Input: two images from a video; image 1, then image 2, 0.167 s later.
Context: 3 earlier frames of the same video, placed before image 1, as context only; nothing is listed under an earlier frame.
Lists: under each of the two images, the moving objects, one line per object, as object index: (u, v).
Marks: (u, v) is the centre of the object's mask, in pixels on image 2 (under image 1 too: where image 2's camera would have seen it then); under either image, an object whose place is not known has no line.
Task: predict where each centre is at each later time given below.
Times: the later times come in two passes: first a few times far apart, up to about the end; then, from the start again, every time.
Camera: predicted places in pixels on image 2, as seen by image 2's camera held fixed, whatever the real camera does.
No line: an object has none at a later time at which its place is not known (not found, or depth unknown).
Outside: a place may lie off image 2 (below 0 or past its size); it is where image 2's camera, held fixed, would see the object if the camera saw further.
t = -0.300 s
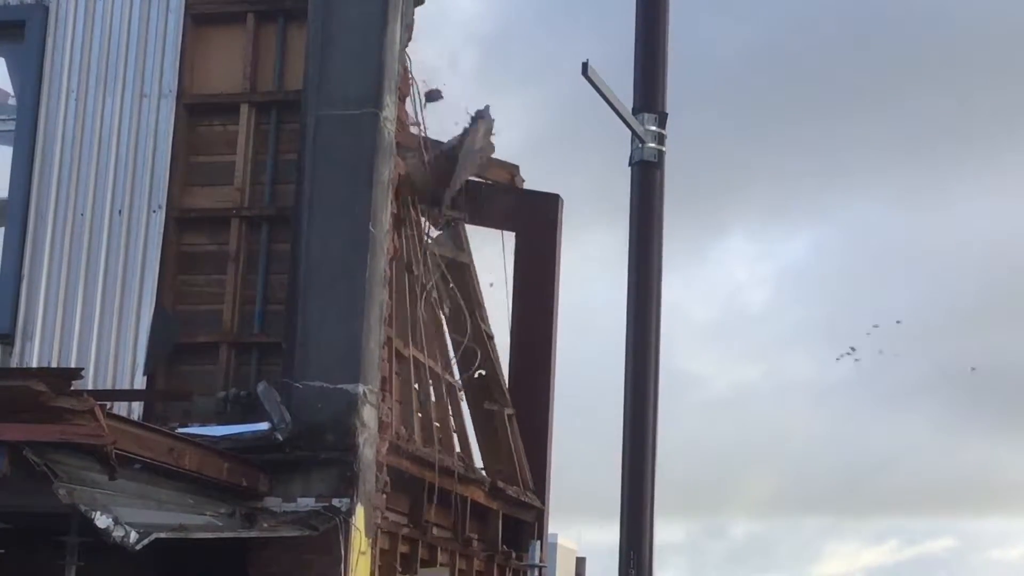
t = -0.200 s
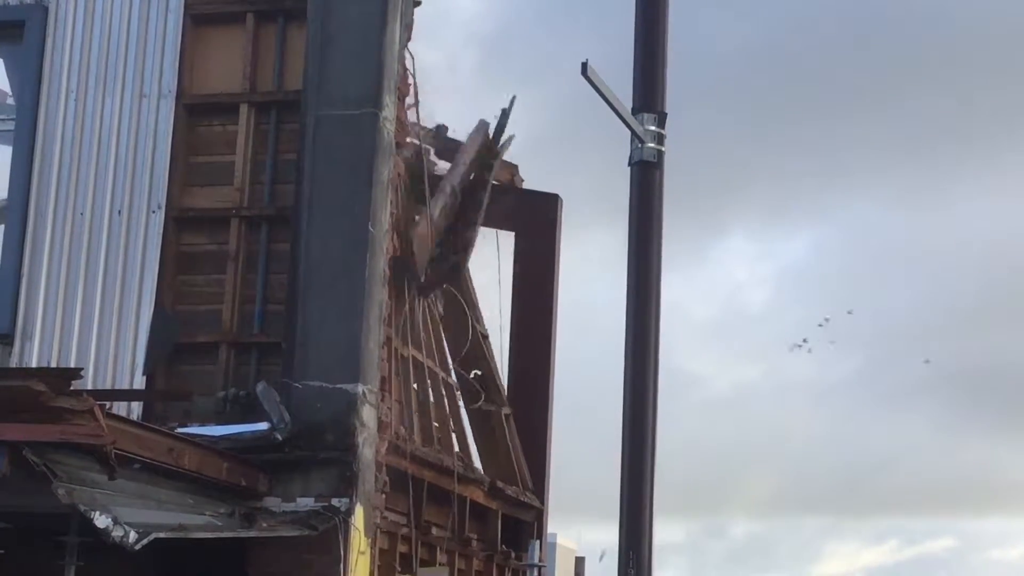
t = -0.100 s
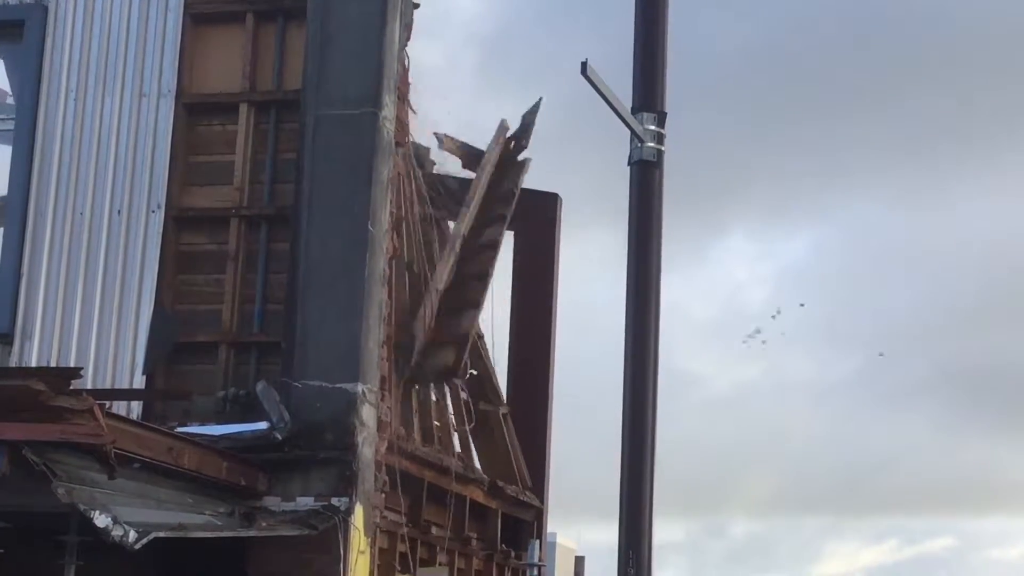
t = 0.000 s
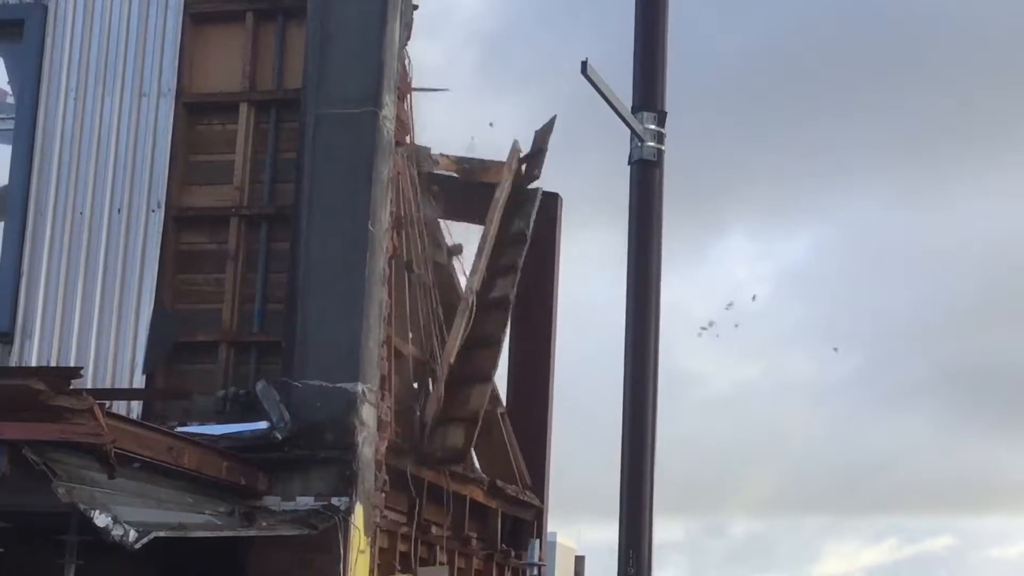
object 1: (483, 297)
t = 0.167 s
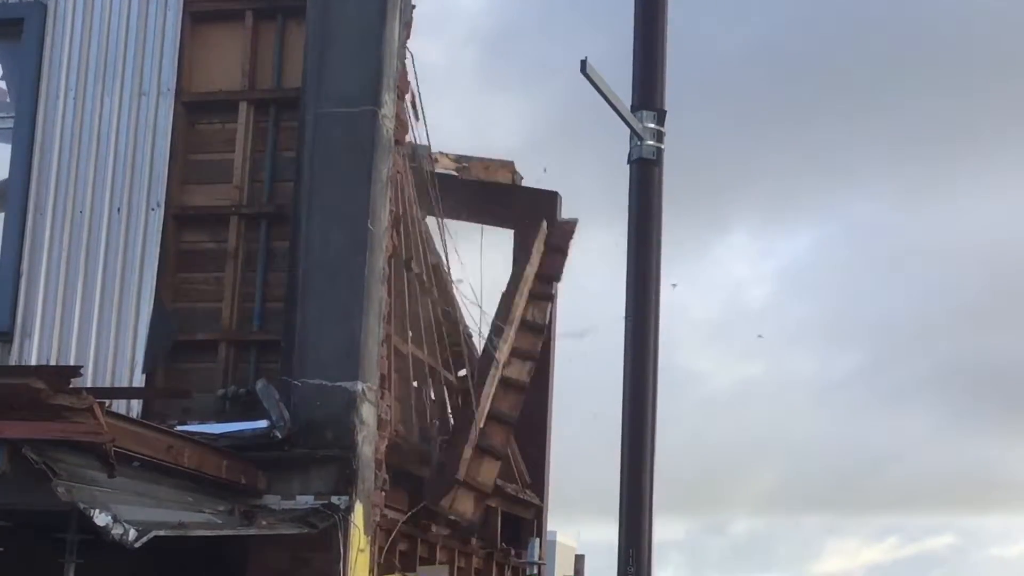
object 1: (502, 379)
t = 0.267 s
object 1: (512, 424)
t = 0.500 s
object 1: (492, 533)
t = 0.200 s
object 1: (505, 394)
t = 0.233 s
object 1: (507, 409)
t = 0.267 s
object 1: (512, 424)
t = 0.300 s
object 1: (510, 445)
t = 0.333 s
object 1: (510, 458)
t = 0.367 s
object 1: (507, 472)
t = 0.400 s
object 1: (504, 487)
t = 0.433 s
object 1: (500, 503)
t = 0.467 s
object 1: (496, 518)
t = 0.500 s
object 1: (492, 533)
